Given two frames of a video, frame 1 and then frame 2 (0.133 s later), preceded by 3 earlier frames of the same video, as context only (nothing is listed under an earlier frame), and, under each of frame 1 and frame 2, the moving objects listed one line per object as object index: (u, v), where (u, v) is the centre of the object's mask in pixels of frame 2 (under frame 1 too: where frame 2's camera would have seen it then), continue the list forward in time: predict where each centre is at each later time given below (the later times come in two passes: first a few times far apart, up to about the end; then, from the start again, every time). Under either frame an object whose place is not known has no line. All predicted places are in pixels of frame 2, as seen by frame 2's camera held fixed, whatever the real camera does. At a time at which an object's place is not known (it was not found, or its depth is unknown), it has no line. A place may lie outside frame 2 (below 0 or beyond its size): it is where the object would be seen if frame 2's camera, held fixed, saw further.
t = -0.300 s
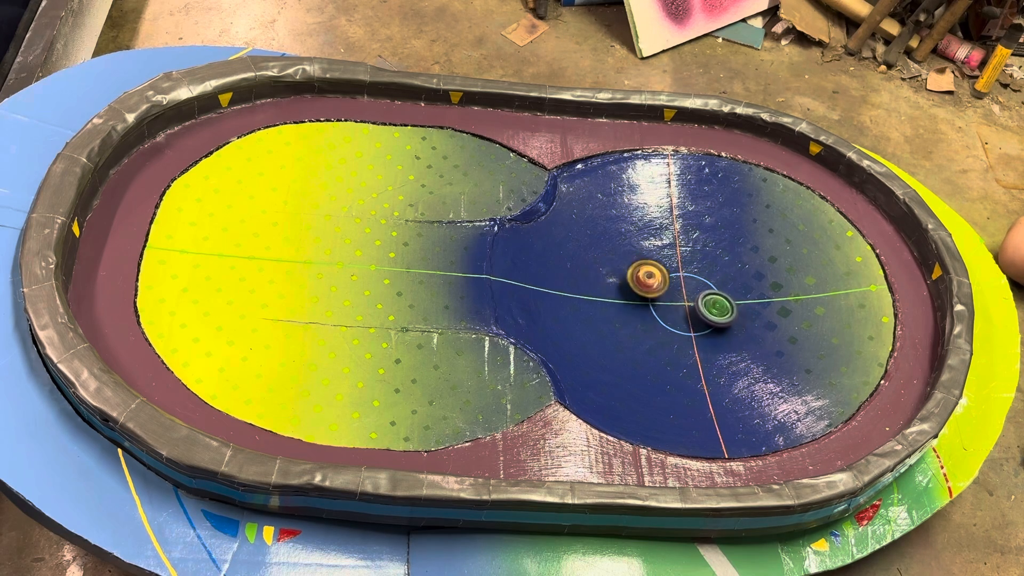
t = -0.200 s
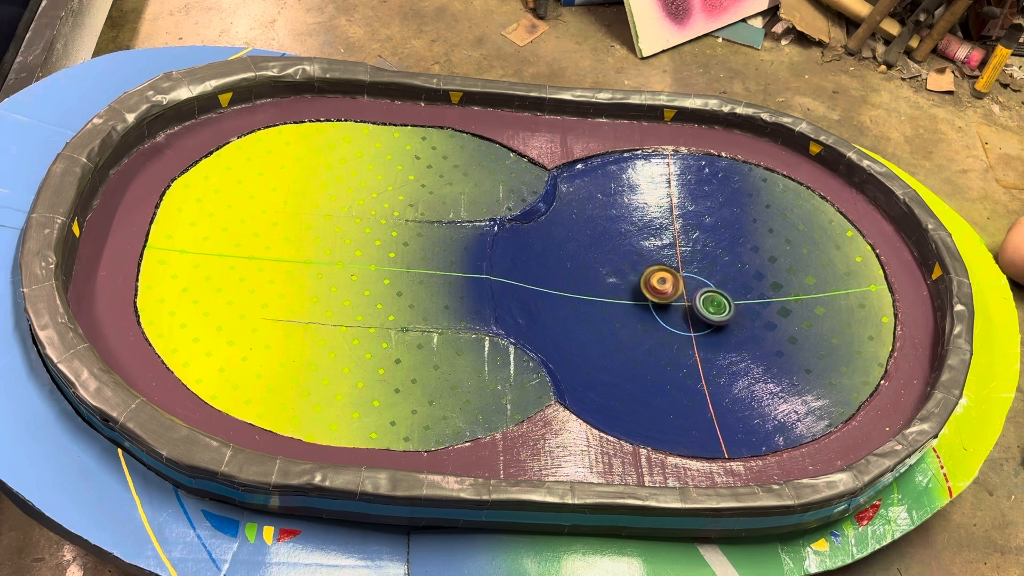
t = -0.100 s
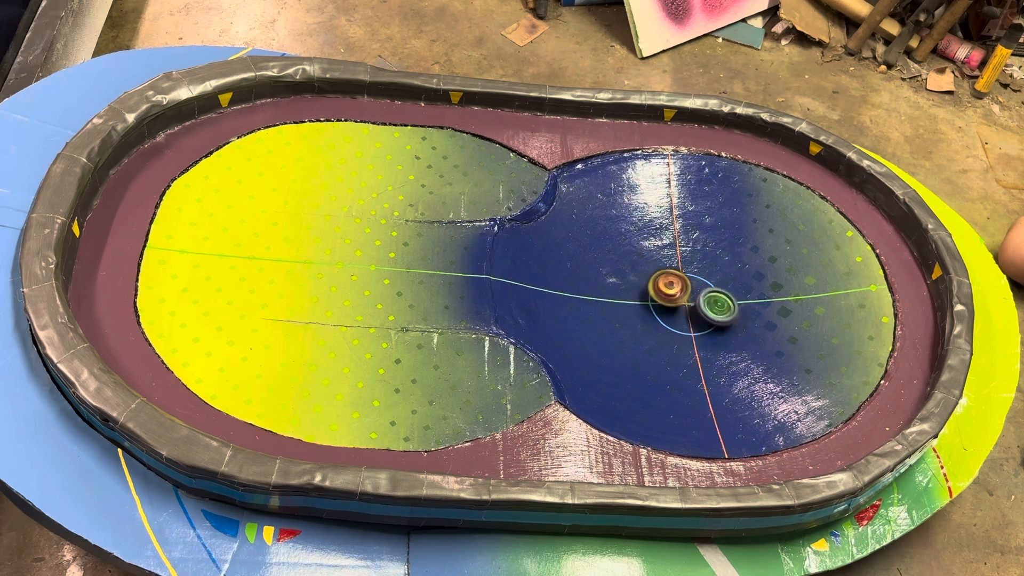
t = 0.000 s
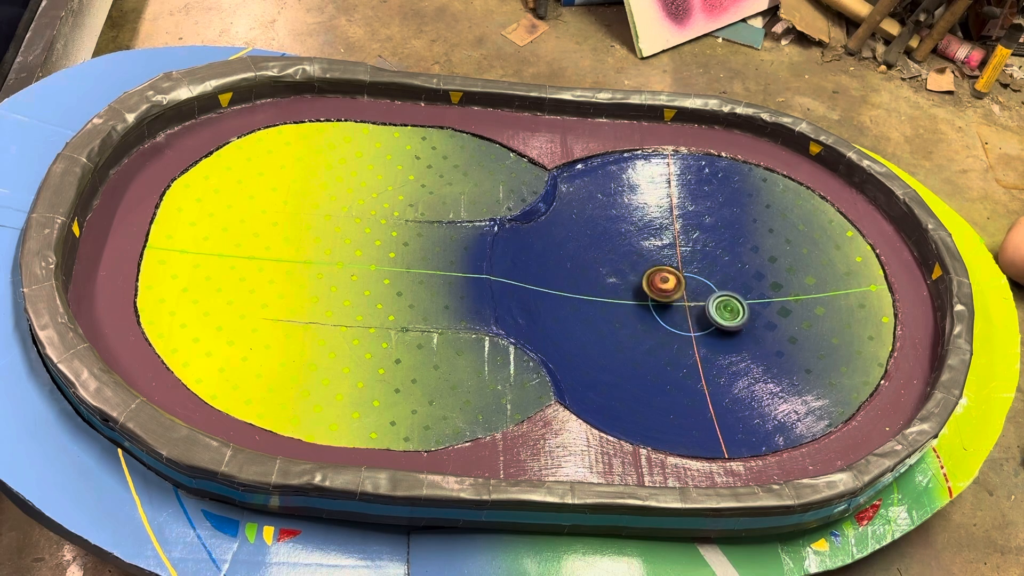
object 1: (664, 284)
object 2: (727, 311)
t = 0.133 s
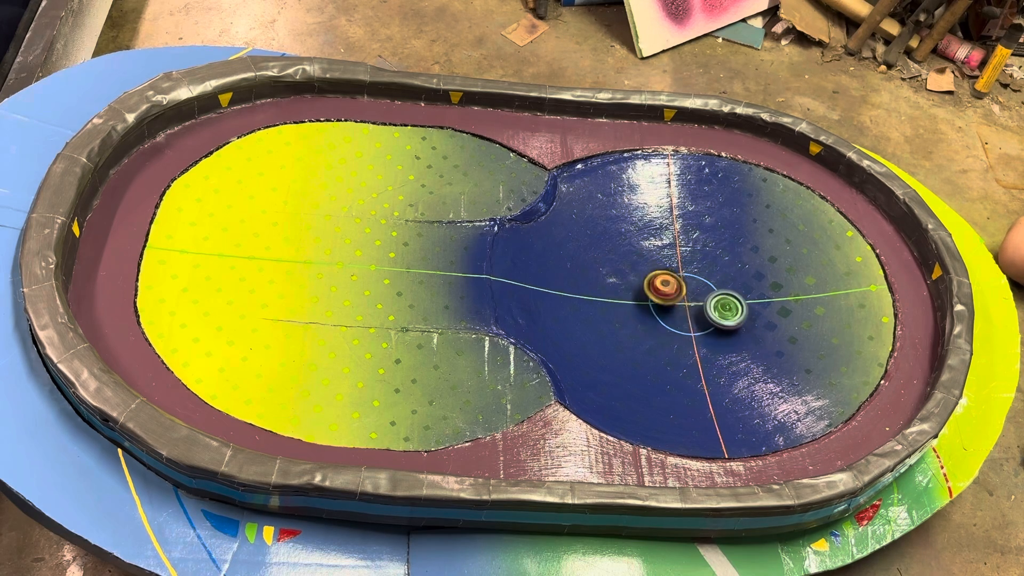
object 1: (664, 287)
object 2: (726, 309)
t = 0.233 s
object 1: (667, 293)
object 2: (725, 308)
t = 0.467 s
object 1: (678, 308)
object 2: (722, 306)
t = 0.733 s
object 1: (667, 319)
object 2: (721, 305)
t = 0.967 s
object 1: (660, 320)
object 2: (713, 303)
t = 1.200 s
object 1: (662, 316)
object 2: (706, 300)
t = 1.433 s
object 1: (653, 316)
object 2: (721, 292)
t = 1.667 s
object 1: (643, 317)
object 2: (728, 285)
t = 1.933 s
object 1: (653, 315)
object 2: (726, 285)
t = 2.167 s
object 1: (674, 310)
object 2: (723, 288)
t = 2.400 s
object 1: (674, 313)
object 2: (728, 284)
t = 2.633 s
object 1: (655, 321)
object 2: (727, 278)
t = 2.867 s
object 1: (641, 314)
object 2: (723, 274)
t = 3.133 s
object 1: (650, 301)
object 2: (720, 271)
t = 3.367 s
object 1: (667, 295)
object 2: (718, 271)
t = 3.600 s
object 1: (688, 300)
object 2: (716, 273)
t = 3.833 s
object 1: (700, 312)
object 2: (710, 273)
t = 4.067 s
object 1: (698, 324)
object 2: (703, 272)
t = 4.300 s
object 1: (685, 328)
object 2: (698, 271)
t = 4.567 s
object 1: (670, 318)
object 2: (695, 271)
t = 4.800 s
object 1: (671, 305)
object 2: (693, 270)
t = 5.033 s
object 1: (675, 309)
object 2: (700, 262)
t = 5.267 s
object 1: (681, 316)
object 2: (698, 262)
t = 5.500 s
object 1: (684, 320)
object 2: (694, 266)
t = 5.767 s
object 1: (692, 321)
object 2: (689, 269)
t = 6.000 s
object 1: (695, 314)
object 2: (685, 272)
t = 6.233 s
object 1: (697, 307)
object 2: (681, 273)
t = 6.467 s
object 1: (697, 308)
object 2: (679, 273)
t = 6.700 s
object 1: (693, 313)
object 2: (677, 274)
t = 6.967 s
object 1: (684, 314)
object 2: (675, 276)
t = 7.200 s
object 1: (683, 324)
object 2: (676, 270)
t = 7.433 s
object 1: (681, 330)
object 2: (675, 269)
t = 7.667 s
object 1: (679, 325)
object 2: (674, 272)
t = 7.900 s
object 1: (682, 317)
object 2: (669, 279)
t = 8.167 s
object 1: (695, 312)
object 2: (665, 281)
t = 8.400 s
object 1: (708, 312)
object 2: (664, 283)
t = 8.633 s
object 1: (715, 314)
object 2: (663, 283)
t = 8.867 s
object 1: (711, 311)
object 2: (663, 286)
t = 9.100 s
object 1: (709, 309)
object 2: (660, 281)
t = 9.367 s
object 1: (717, 323)
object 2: (655, 264)
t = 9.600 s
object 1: (708, 321)
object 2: (667, 267)
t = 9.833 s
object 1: (706, 312)
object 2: (677, 278)
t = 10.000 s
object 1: (709, 322)
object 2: (676, 275)
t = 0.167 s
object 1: (665, 289)
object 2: (725, 309)
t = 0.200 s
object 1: (666, 291)
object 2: (725, 309)
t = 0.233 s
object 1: (667, 293)
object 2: (725, 308)
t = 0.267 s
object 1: (668, 295)
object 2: (724, 307)
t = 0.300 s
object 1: (669, 298)
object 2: (723, 307)
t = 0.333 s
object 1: (671, 300)
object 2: (723, 307)
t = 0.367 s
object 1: (673, 303)
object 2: (722, 307)
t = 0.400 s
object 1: (676, 305)
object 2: (721, 306)
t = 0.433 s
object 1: (677, 307)
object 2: (721, 306)
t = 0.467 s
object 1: (678, 308)
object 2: (722, 306)
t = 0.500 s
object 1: (678, 310)
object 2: (721, 306)
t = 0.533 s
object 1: (678, 311)
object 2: (721, 306)
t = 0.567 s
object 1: (676, 313)
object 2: (722, 306)
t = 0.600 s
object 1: (673, 314)
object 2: (723, 305)
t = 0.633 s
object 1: (671, 316)
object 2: (723, 305)
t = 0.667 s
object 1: (670, 318)
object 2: (723, 305)
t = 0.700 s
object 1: (669, 319)
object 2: (722, 305)
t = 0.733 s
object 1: (667, 319)
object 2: (721, 305)
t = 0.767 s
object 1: (665, 320)
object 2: (720, 305)
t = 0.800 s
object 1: (664, 321)
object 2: (719, 305)
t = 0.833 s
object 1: (663, 321)
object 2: (718, 305)
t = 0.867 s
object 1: (662, 321)
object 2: (717, 305)
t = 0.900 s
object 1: (661, 321)
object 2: (716, 304)
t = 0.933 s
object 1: (660, 320)
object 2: (714, 304)
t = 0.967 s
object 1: (660, 320)
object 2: (713, 303)
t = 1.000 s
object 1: (660, 320)
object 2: (711, 303)
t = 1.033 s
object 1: (659, 320)
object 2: (710, 303)
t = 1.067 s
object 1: (660, 320)
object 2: (709, 302)
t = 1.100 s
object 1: (661, 319)
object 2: (708, 302)
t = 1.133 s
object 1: (661, 318)
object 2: (708, 301)
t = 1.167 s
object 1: (662, 317)
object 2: (707, 301)
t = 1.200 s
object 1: (662, 316)
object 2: (706, 300)
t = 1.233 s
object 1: (663, 315)
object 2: (706, 300)
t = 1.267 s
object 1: (665, 314)
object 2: (705, 299)
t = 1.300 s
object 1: (666, 313)
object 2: (704, 298)
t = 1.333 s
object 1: (668, 312)
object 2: (704, 298)
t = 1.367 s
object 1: (662, 313)
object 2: (711, 295)
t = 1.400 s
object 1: (657, 314)
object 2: (716, 293)
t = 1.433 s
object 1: (653, 316)
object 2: (721, 292)
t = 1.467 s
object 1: (650, 317)
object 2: (724, 290)
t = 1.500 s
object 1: (648, 317)
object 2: (725, 289)
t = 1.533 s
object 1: (646, 317)
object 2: (727, 287)
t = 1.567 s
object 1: (646, 318)
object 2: (727, 286)
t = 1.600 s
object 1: (646, 318)
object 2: (727, 285)
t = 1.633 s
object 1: (645, 318)
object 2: (727, 285)
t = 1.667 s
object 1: (643, 317)
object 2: (728, 285)
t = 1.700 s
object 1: (644, 317)
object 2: (728, 284)
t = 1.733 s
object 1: (644, 318)
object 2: (728, 284)
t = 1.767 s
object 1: (645, 317)
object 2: (727, 284)
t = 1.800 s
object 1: (646, 317)
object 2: (727, 284)
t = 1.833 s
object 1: (647, 317)
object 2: (727, 284)
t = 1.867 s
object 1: (649, 317)
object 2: (726, 285)
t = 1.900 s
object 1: (651, 316)
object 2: (726, 285)
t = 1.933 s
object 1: (653, 315)
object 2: (726, 285)
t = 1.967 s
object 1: (656, 314)
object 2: (726, 285)
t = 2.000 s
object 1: (658, 314)
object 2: (726, 286)
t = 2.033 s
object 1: (661, 313)
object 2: (726, 286)
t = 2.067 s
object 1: (664, 312)
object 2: (725, 286)
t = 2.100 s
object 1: (667, 311)
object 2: (725, 287)
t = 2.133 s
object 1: (670, 311)
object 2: (724, 287)
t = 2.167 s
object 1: (674, 310)
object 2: (723, 288)
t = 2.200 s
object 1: (677, 310)
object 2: (721, 288)
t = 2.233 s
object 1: (680, 309)
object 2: (720, 288)
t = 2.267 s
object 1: (683, 309)
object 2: (719, 288)
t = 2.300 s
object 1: (687, 309)
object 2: (718, 288)
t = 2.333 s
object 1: (685, 308)
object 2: (719, 288)
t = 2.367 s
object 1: (679, 310)
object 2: (724, 285)
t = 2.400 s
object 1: (674, 313)
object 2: (728, 284)
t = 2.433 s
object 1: (670, 315)
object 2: (732, 282)
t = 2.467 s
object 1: (666, 317)
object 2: (733, 281)
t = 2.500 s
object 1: (663, 319)
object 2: (733, 281)
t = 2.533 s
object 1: (661, 319)
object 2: (732, 280)
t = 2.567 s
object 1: (659, 320)
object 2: (730, 280)
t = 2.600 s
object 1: (657, 320)
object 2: (729, 279)
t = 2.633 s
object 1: (655, 321)
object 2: (727, 278)
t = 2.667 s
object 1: (652, 320)
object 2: (726, 278)
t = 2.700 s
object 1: (650, 320)
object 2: (725, 277)
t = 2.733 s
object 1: (648, 319)
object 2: (724, 277)
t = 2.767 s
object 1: (646, 318)
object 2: (724, 276)
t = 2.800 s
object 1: (644, 317)
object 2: (723, 276)
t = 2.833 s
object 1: (643, 316)
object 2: (723, 275)
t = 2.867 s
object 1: (641, 314)
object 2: (723, 274)
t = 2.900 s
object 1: (641, 313)
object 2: (722, 274)
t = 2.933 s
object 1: (641, 312)
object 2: (722, 273)
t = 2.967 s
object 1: (641, 310)
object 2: (721, 273)
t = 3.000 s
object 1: (643, 308)
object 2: (721, 272)
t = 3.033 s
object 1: (644, 306)
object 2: (721, 272)
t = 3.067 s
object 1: (645, 304)
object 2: (721, 272)
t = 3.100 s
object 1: (648, 303)
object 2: (720, 272)
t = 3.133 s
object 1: (650, 301)
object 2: (720, 271)
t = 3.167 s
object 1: (652, 300)
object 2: (719, 271)
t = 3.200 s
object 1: (654, 298)
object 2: (719, 271)
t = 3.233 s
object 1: (657, 297)
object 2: (718, 271)
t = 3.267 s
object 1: (659, 296)
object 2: (718, 271)
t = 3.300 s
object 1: (662, 295)
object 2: (718, 271)
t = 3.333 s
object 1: (664, 294)
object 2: (718, 271)
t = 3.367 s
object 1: (667, 295)
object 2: (718, 271)
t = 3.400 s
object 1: (671, 295)
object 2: (718, 271)
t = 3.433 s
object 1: (673, 295)
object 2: (718, 271)
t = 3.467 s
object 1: (676, 296)
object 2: (717, 271)
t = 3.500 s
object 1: (679, 296)
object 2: (717, 272)
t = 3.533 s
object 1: (682, 297)
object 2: (717, 272)
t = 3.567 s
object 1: (685, 299)
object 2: (716, 272)
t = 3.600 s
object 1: (688, 300)
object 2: (716, 273)
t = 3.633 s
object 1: (690, 301)
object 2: (715, 273)
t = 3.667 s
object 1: (692, 303)
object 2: (714, 273)
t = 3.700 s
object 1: (695, 304)
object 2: (713, 273)
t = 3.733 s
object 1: (696, 306)
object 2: (712, 273)
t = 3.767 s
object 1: (698, 308)
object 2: (711, 273)
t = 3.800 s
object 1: (699, 310)
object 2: (711, 273)
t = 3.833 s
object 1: (700, 312)
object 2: (710, 273)
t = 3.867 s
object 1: (701, 314)
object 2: (708, 273)
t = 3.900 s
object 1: (701, 316)
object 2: (708, 273)
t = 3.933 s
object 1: (701, 318)
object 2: (707, 273)
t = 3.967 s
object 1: (701, 319)
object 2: (706, 273)
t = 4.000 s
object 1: (700, 321)
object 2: (705, 272)
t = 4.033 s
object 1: (700, 323)
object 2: (704, 273)
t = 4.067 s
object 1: (698, 324)
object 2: (703, 272)
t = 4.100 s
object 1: (697, 326)
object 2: (703, 272)
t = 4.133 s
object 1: (695, 326)
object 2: (702, 272)
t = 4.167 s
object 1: (693, 327)
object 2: (701, 271)
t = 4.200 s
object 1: (692, 328)
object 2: (701, 271)
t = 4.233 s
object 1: (690, 328)
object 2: (700, 272)
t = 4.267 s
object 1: (687, 328)
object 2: (699, 272)
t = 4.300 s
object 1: (685, 328)
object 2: (698, 271)
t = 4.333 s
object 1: (683, 327)
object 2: (697, 271)
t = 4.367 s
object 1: (680, 326)
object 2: (697, 271)
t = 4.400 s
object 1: (678, 325)
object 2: (696, 271)
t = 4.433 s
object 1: (676, 324)
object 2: (696, 271)
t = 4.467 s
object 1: (674, 323)
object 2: (695, 271)
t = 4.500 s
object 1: (673, 321)
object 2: (695, 271)
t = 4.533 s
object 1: (671, 320)
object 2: (695, 271)
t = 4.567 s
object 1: (670, 318)
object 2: (695, 271)
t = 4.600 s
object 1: (669, 316)
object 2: (694, 271)
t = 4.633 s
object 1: (669, 315)
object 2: (694, 271)
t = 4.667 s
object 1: (669, 313)
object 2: (694, 271)
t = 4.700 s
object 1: (669, 310)
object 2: (694, 271)
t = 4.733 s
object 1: (669, 309)
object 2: (694, 270)
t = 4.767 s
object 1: (670, 307)
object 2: (694, 270)
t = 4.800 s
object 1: (671, 305)
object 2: (693, 270)
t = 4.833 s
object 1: (673, 304)
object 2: (693, 271)
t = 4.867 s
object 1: (674, 302)
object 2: (693, 271)
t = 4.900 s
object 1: (676, 301)
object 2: (692, 271)
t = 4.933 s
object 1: (675, 302)
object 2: (695, 268)
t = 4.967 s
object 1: (674, 305)
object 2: (697, 265)
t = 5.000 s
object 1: (674, 307)
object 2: (699, 264)
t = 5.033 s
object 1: (675, 309)
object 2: (700, 262)
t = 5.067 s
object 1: (676, 310)
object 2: (701, 262)
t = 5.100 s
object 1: (677, 311)
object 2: (700, 262)
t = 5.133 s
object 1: (678, 312)
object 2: (699, 263)
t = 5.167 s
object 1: (679, 313)
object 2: (698, 262)
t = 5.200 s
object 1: (680, 314)
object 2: (698, 263)
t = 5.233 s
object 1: (681, 315)
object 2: (698, 262)
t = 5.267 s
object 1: (681, 316)
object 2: (698, 262)
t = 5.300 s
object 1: (682, 316)
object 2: (698, 263)
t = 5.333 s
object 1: (683, 317)
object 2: (697, 264)
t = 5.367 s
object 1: (683, 317)
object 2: (697, 264)
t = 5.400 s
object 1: (683, 318)
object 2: (697, 264)
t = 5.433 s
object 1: (683, 319)
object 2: (696, 265)
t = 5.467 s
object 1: (684, 319)
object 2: (695, 266)
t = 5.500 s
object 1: (684, 320)
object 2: (694, 266)
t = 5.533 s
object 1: (685, 320)
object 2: (694, 267)
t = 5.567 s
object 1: (685, 321)
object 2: (693, 267)
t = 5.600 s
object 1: (687, 321)
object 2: (692, 267)
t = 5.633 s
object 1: (689, 322)
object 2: (691, 267)
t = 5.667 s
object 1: (690, 322)
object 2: (691, 268)
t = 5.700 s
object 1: (691, 322)
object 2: (691, 269)
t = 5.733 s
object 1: (691, 322)
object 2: (690, 269)
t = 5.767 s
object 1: (692, 321)
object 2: (689, 269)
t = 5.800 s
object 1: (693, 321)
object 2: (689, 270)
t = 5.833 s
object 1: (694, 320)
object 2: (688, 270)
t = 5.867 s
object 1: (694, 318)
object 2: (687, 270)
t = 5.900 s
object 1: (695, 318)
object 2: (687, 270)
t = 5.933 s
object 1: (695, 316)
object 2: (687, 271)
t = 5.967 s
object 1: (695, 315)
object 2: (686, 271)
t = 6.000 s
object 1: (695, 314)
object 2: (685, 272)
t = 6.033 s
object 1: (695, 312)
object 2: (684, 272)
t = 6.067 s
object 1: (695, 311)
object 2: (683, 272)
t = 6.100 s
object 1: (695, 310)
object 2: (683, 272)
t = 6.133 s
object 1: (695, 309)
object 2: (682, 273)
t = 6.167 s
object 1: (696, 308)
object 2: (681, 273)
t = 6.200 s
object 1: (696, 307)
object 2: (681, 272)
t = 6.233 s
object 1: (697, 307)
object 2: (681, 273)
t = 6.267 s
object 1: (697, 307)
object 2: (681, 272)
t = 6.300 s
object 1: (697, 307)
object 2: (680, 272)
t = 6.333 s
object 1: (697, 307)
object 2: (680, 272)
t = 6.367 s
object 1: (697, 308)
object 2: (680, 273)
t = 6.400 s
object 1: (697, 308)
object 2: (680, 273)
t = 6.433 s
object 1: (697, 307)
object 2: (679, 273)
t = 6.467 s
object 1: (697, 308)
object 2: (679, 273)
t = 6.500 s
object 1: (697, 308)
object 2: (679, 273)
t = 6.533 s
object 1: (697, 310)
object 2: (679, 273)
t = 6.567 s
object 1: (696, 310)
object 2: (679, 273)
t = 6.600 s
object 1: (696, 311)
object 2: (678, 273)
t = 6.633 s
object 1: (695, 312)
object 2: (678, 274)
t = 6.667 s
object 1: (694, 313)
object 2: (677, 274)
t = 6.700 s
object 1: (693, 313)
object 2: (677, 274)
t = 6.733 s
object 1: (692, 313)
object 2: (676, 274)
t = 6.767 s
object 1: (690, 313)
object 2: (676, 274)
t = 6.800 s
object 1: (689, 314)
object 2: (676, 274)
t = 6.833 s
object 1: (688, 314)
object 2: (676, 275)
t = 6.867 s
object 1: (687, 315)
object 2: (675, 275)
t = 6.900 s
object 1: (686, 314)
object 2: (676, 276)
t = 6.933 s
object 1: (685, 314)
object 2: (675, 276)
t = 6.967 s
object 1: (684, 314)
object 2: (675, 276)
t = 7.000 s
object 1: (683, 314)
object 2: (675, 277)
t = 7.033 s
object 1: (683, 314)
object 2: (675, 277)
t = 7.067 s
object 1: (683, 313)
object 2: (675, 277)
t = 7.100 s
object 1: (683, 316)
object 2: (675, 275)
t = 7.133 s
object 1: (683, 319)
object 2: (675, 272)
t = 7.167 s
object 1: (684, 322)
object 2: (675, 270)
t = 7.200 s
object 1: (683, 324)
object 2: (676, 270)
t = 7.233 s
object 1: (683, 325)
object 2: (676, 269)
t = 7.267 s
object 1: (683, 326)
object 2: (676, 270)
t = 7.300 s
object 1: (683, 328)
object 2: (675, 269)
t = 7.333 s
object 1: (682, 328)
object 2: (675, 269)
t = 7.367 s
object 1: (682, 329)
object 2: (675, 269)
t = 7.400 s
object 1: (682, 329)
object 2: (675, 269)
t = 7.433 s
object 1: (681, 330)
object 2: (675, 269)
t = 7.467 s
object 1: (681, 329)
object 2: (675, 269)
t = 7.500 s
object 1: (680, 330)
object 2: (674, 270)
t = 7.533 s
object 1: (680, 328)
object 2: (674, 270)
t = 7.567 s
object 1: (680, 329)
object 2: (674, 270)
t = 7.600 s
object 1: (679, 328)
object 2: (674, 271)
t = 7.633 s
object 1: (679, 327)
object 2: (674, 272)
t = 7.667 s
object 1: (679, 325)
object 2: (674, 272)
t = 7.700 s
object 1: (679, 325)
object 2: (674, 273)
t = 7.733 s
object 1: (679, 323)
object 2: (673, 275)
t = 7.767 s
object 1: (679, 322)
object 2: (673, 276)
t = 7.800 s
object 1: (680, 320)
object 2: (671, 277)
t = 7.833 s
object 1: (680, 320)
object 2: (671, 278)
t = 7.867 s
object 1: (681, 318)
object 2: (670, 278)
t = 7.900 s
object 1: (682, 317)
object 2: (669, 279)
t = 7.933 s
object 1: (683, 316)
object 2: (668, 280)
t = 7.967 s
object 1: (685, 315)
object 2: (667, 281)
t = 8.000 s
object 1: (686, 315)
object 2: (666, 281)
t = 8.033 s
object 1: (688, 314)
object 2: (665, 281)
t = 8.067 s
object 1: (689, 313)
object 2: (665, 281)
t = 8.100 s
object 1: (692, 313)
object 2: (665, 281)
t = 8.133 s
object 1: (693, 312)
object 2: (665, 281)
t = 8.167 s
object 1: (695, 312)
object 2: (665, 281)
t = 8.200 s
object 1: (697, 312)
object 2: (665, 282)
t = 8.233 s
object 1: (699, 312)
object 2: (665, 283)
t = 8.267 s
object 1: (701, 312)
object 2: (665, 283)
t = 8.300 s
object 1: (703, 312)
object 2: (664, 283)
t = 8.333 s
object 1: (705, 312)
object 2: (664, 283)
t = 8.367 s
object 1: (707, 312)
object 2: (664, 283)
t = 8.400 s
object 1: (708, 312)
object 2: (664, 283)
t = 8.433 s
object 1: (710, 313)
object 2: (664, 283)
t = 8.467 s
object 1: (711, 313)
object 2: (664, 283)
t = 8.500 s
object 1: (712, 313)
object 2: (664, 283)
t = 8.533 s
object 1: (713, 314)
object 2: (663, 283)
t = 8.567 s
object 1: (714, 314)
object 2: (663, 283)
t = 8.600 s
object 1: (714, 314)
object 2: (663, 283)
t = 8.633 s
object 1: (715, 314)
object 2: (663, 283)
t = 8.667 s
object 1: (715, 314)
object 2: (663, 283)
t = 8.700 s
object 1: (716, 313)
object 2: (663, 284)
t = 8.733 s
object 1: (715, 313)
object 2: (663, 284)
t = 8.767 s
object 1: (715, 313)
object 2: (663, 285)
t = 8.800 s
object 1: (713, 312)
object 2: (663, 285)
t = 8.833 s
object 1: (713, 311)
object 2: (663, 286)
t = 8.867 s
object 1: (711, 311)
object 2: (663, 286)
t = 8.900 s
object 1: (710, 310)
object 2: (663, 286)
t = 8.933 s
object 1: (709, 309)
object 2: (663, 286)
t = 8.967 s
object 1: (708, 308)
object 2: (663, 286)
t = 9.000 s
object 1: (707, 307)
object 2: (664, 286)
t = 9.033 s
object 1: (705, 305)
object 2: (664, 287)
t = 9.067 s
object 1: (705, 305)
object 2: (664, 286)
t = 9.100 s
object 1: (709, 309)
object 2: (660, 281)
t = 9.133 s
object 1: (713, 312)
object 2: (657, 278)
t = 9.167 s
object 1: (715, 315)
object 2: (655, 274)
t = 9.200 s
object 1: (716, 317)
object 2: (654, 272)
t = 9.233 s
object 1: (718, 319)
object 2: (654, 270)
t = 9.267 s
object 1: (718, 320)
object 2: (653, 267)
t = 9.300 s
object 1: (718, 322)
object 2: (653, 266)
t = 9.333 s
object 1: (717, 322)
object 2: (654, 265)
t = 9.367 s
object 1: (717, 323)
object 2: (655, 264)
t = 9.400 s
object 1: (715, 323)
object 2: (656, 264)
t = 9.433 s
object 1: (715, 324)
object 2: (658, 264)
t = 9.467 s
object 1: (714, 324)
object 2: (659, 264)
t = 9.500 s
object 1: (712, 323)
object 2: (661, 265)
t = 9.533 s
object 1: (710, 323)
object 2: (663, 266)
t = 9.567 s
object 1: (709, 322)
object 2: (665, 266)
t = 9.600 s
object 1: (708, 321)
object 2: (667, 267)
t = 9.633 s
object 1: (706, 319)
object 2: (670, 269)
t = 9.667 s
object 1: (705, 317)
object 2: (672, 272)
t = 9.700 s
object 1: (704, 315)
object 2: (674, 273)
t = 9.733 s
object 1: (704, 313)
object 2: (676, 276)
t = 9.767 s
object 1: (704, 311)
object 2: (677, 279)
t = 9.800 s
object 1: (703, 309)
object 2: (677, 280)
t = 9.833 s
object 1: (706, 312)
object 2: (677, 278)
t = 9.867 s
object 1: (708, 315)
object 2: (676, 276)
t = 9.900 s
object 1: (708, 317)
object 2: (675, 275)
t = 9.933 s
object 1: (710, 320)
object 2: (675, 275)
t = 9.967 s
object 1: (710, 321)
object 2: (676, 275)
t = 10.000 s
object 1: (709, 322)
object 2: (676, 275)
